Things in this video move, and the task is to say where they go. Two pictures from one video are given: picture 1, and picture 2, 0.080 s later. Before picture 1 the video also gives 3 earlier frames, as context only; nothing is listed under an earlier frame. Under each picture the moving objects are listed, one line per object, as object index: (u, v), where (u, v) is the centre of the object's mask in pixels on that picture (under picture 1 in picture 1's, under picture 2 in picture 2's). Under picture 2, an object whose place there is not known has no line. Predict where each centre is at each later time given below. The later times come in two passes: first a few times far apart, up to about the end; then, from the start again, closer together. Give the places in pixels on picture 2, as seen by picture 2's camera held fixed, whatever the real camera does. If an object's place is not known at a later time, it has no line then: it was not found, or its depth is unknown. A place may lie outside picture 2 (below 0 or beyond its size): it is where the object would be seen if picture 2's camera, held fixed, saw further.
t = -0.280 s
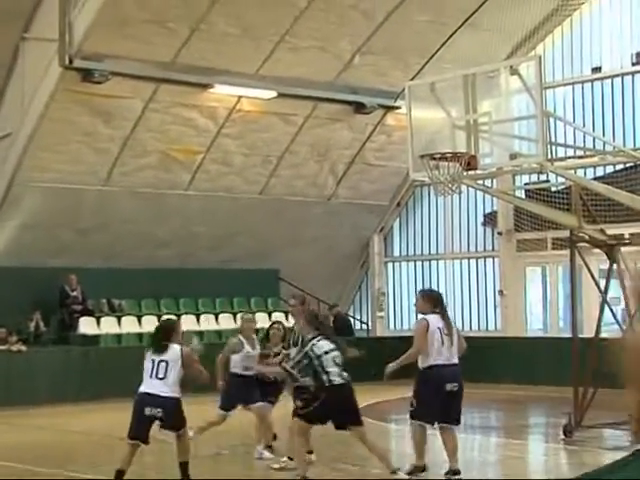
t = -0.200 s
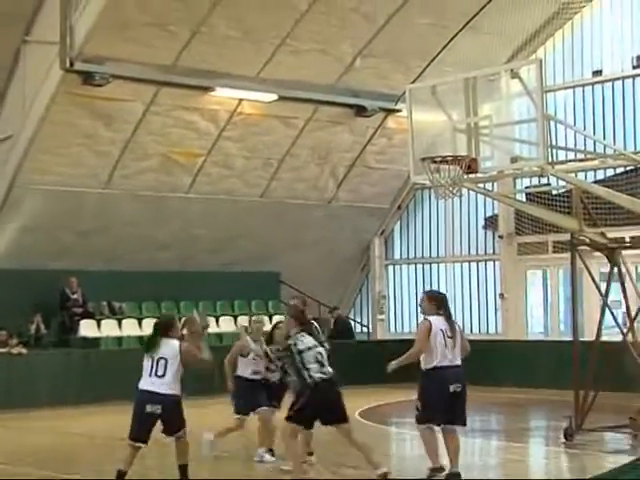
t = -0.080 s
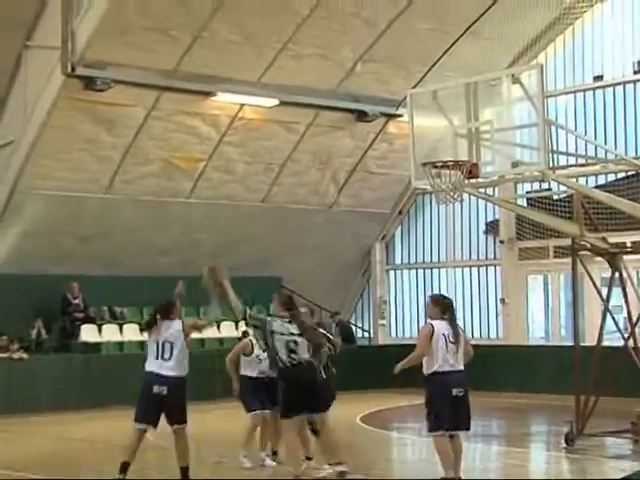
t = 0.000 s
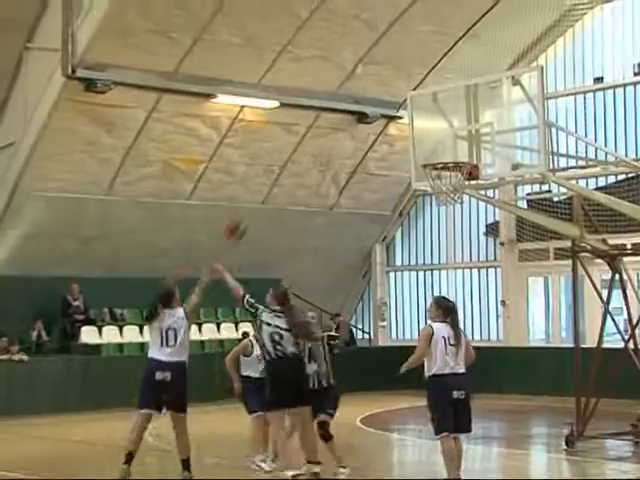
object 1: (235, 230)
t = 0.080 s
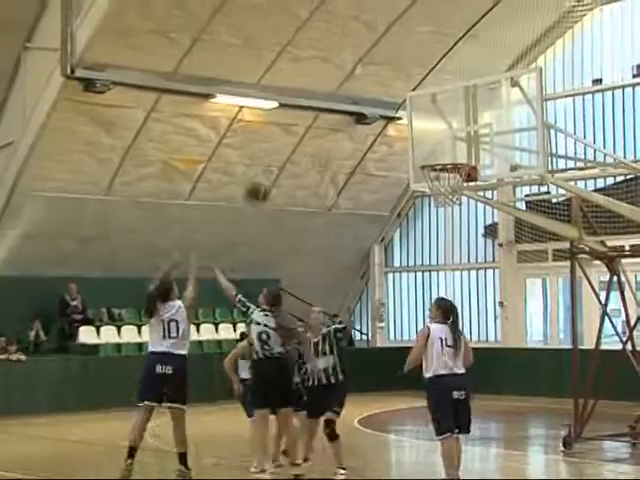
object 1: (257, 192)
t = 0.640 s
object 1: (411, 129)
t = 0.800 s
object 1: (447, 152)
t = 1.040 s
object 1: (475, 141)
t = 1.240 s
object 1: (502, 177)
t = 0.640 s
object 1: (411, 129)
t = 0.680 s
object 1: (422, 137)
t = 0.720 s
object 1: (432, 145)
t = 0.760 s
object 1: (441, 154)
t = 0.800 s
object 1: (447, 152)
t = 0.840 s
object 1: (452, 146)
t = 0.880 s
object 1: (456, 143)
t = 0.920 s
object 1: (461, 140)
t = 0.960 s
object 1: (466, 138)
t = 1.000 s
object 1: (470, 139)
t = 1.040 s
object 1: (475, 141)
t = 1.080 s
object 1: (480, 144)
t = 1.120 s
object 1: (485, 150)
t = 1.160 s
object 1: (491, 157)
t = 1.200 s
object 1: (497, 166)
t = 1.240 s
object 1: (502, 177)
